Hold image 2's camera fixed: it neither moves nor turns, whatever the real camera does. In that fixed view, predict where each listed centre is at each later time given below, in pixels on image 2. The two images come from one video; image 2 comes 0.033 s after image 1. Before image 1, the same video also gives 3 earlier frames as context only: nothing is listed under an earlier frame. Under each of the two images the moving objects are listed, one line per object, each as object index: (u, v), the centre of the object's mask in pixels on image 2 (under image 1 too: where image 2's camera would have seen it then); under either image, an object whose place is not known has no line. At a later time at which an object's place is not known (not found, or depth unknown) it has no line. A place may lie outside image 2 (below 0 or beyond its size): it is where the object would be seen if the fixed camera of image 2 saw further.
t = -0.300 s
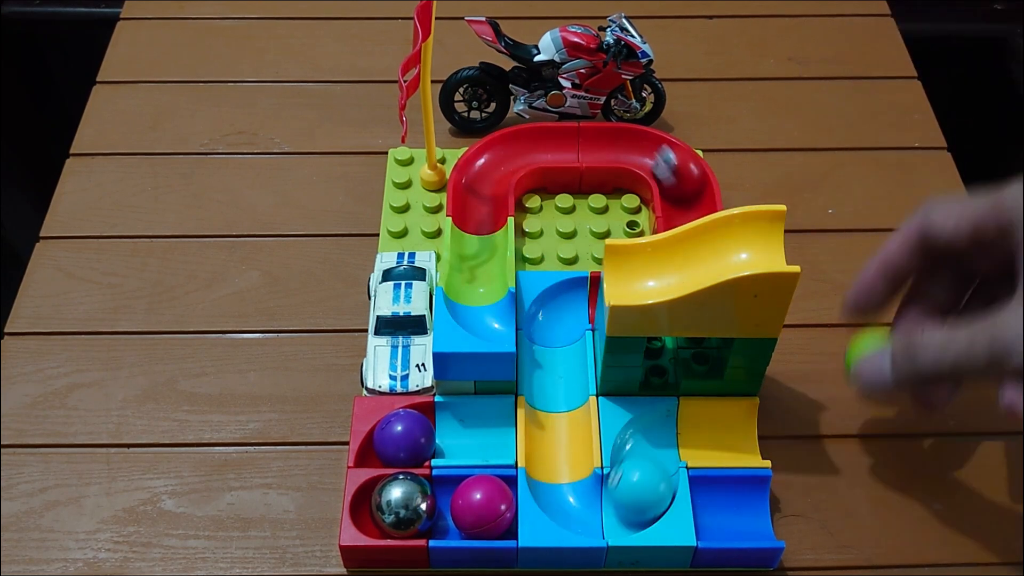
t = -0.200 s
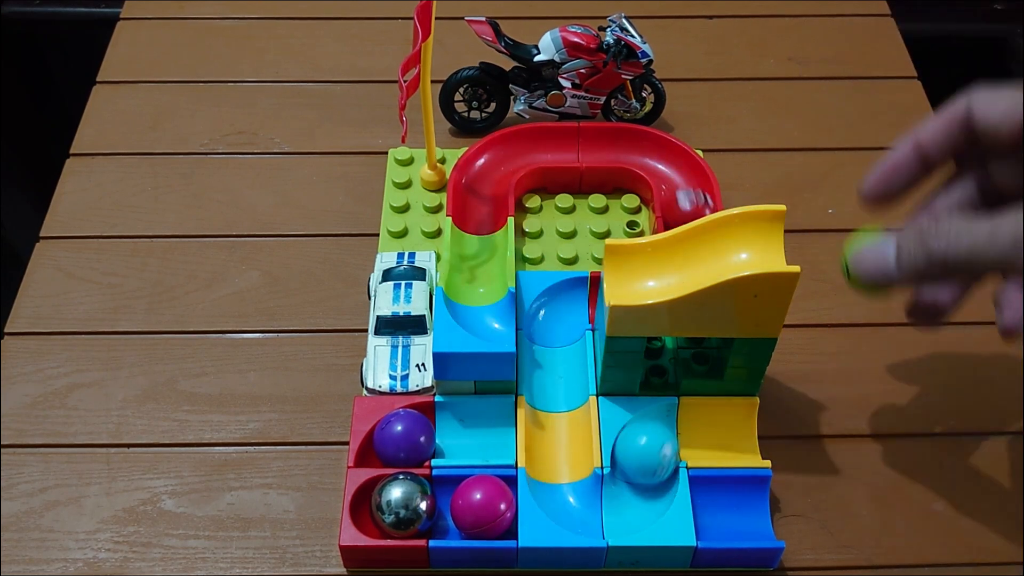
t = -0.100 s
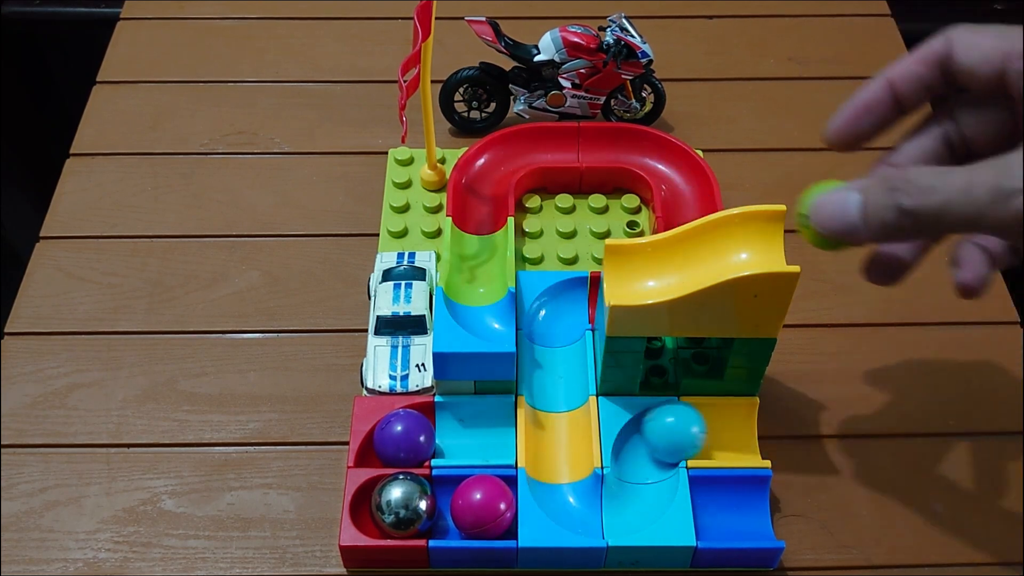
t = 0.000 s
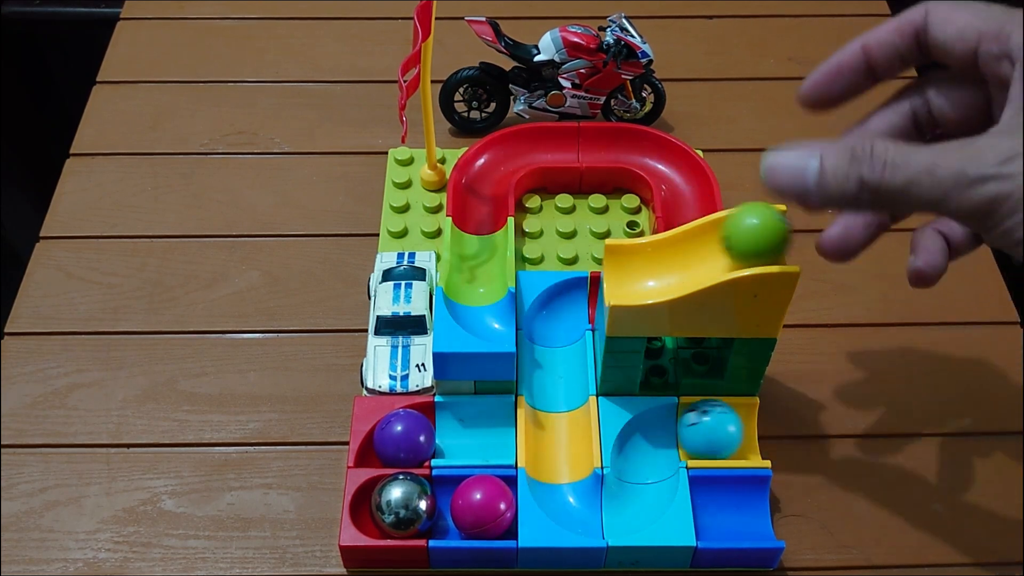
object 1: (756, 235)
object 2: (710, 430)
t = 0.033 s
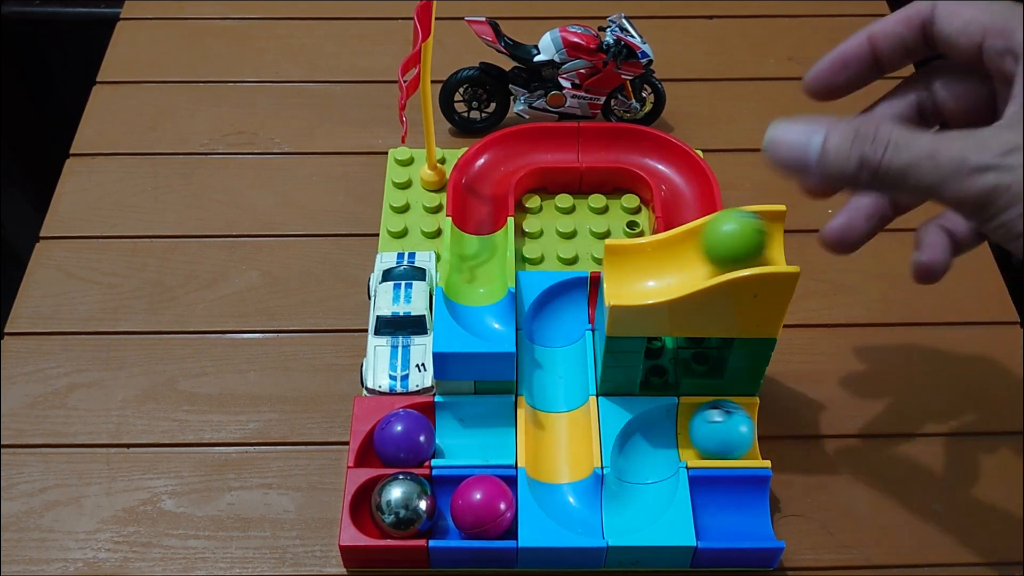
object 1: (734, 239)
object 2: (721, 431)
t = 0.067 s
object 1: (707, 247)
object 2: (733, 430)
